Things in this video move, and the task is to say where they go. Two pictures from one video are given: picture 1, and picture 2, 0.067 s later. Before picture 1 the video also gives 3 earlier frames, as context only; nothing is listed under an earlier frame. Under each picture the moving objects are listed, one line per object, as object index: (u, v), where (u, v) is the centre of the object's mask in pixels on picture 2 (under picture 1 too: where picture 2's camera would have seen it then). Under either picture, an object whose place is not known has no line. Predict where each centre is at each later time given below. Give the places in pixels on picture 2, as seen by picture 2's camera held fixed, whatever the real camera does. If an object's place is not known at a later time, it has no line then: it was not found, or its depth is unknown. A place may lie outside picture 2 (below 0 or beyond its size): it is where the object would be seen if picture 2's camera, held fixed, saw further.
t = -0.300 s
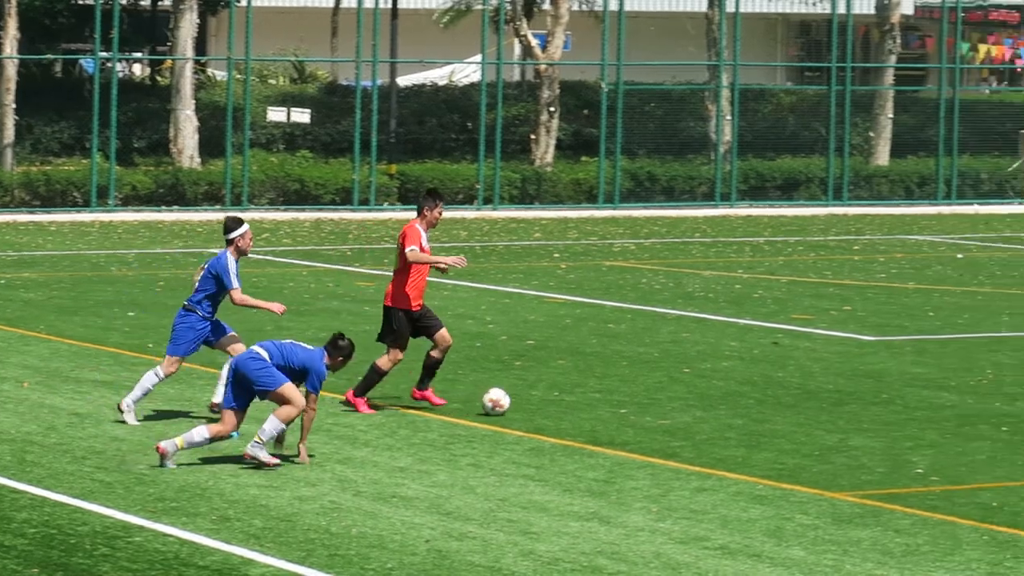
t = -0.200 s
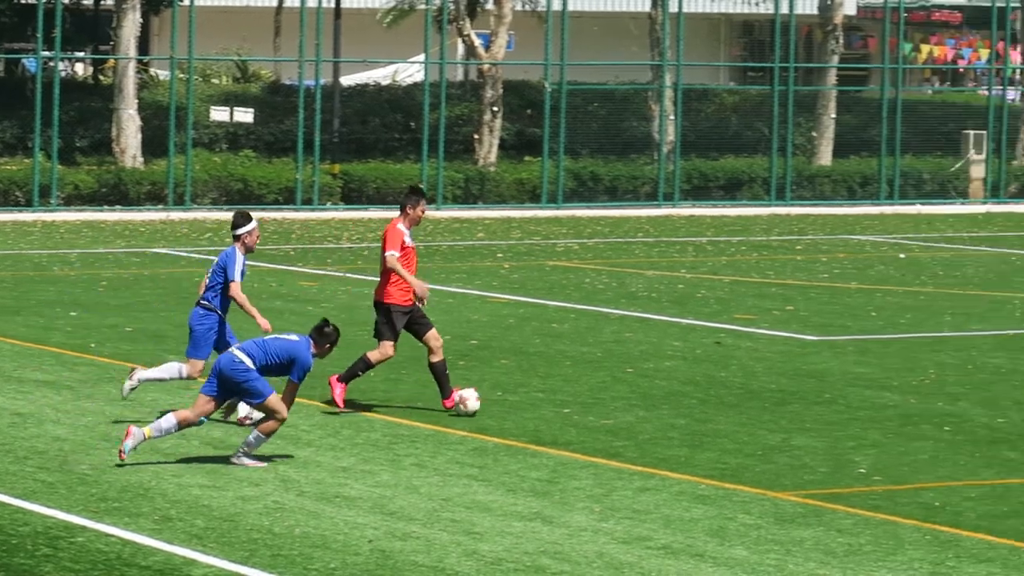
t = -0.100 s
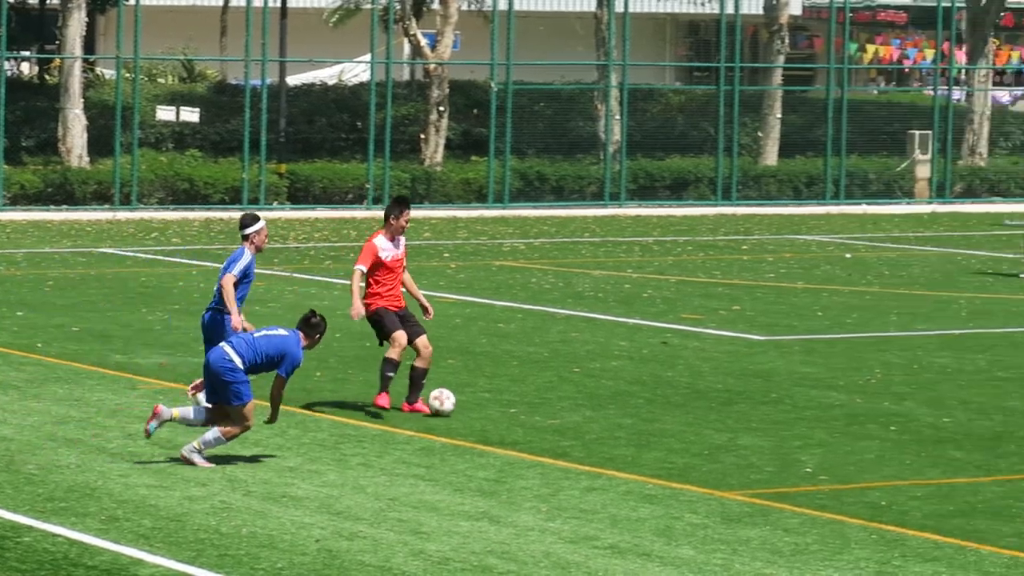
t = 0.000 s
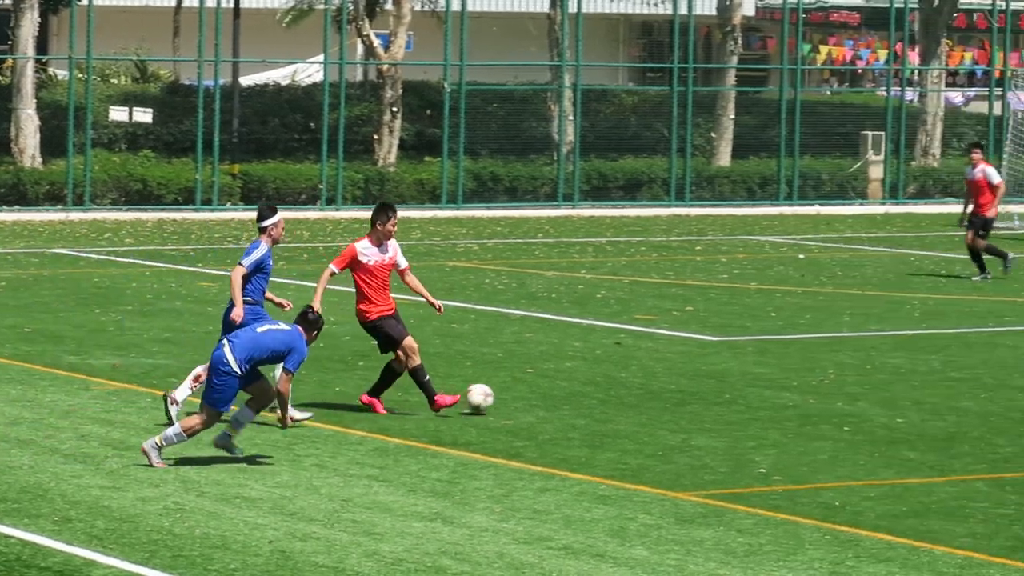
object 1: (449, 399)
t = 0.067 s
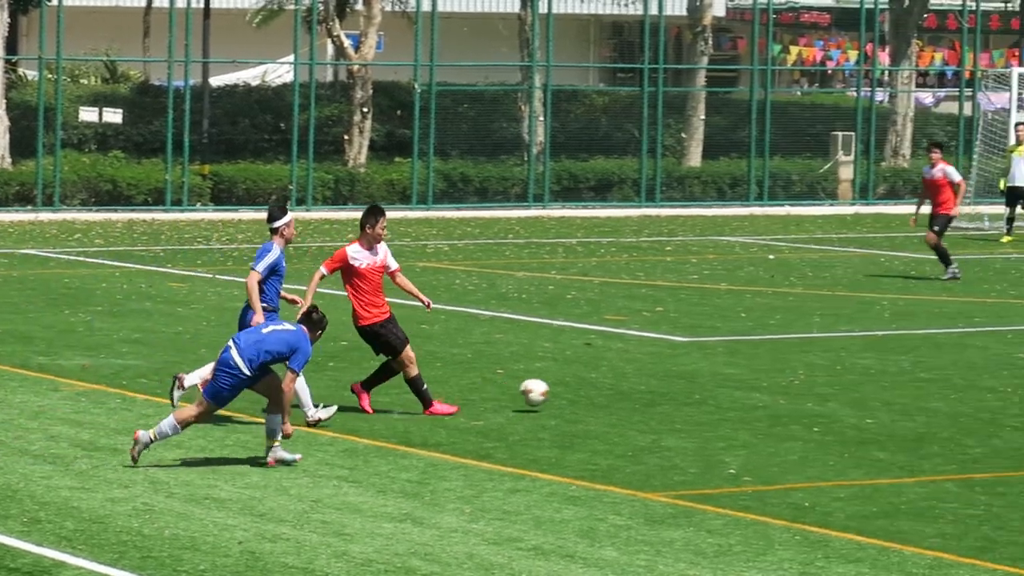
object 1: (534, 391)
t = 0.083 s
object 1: (555, 391)
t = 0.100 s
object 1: (576, 390)
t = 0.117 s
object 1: (596, 391)
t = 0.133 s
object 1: (616, 392)
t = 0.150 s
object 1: (637, 393)
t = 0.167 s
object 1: (657, 394)
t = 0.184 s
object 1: (676, 394)
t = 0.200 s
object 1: (693, 392)
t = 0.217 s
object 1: (710, 390)
